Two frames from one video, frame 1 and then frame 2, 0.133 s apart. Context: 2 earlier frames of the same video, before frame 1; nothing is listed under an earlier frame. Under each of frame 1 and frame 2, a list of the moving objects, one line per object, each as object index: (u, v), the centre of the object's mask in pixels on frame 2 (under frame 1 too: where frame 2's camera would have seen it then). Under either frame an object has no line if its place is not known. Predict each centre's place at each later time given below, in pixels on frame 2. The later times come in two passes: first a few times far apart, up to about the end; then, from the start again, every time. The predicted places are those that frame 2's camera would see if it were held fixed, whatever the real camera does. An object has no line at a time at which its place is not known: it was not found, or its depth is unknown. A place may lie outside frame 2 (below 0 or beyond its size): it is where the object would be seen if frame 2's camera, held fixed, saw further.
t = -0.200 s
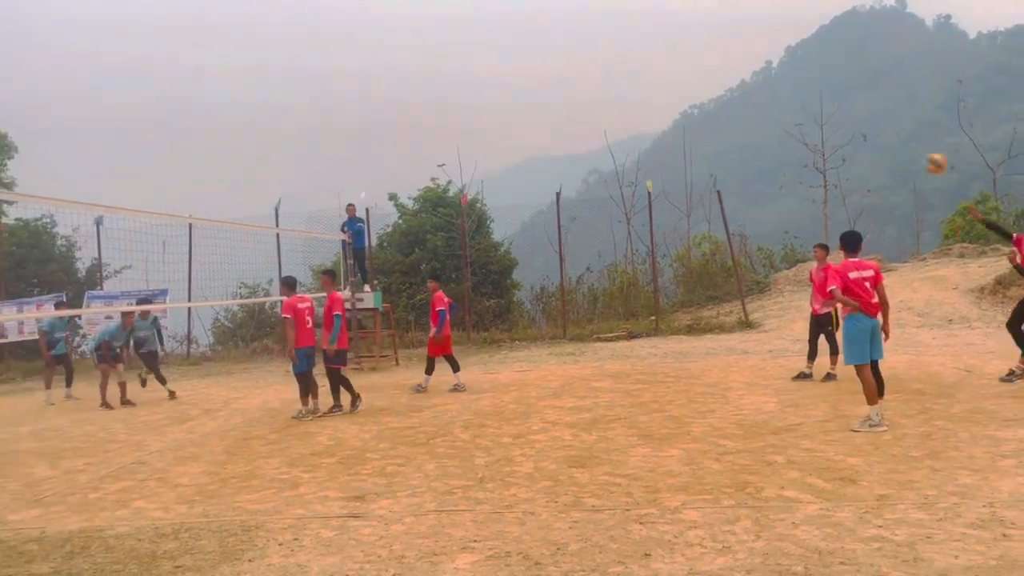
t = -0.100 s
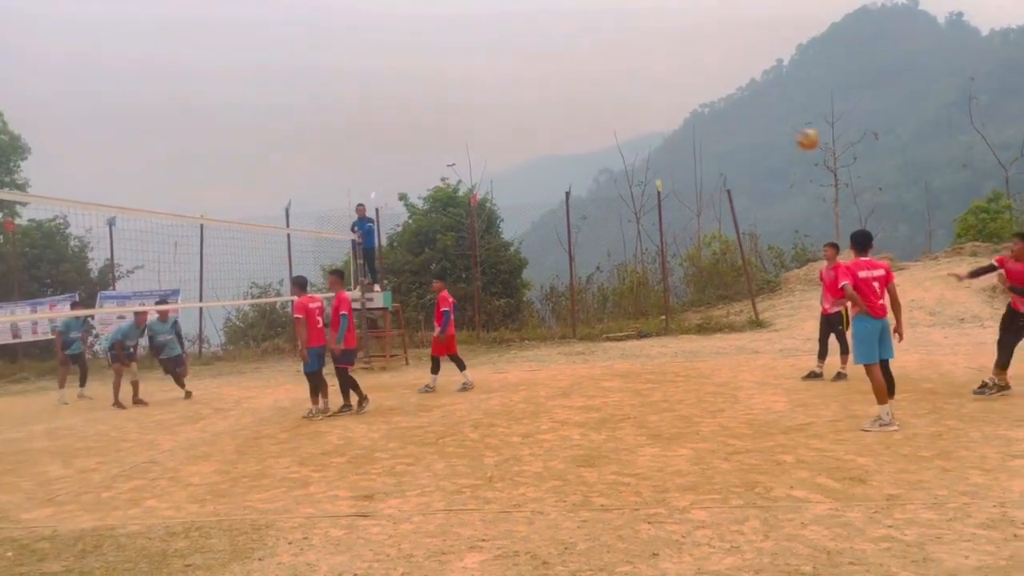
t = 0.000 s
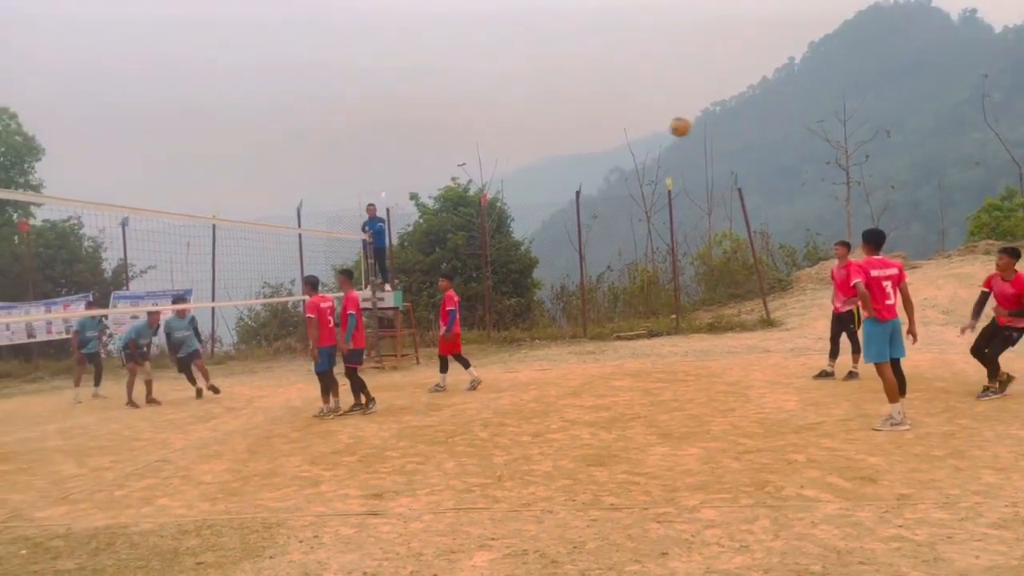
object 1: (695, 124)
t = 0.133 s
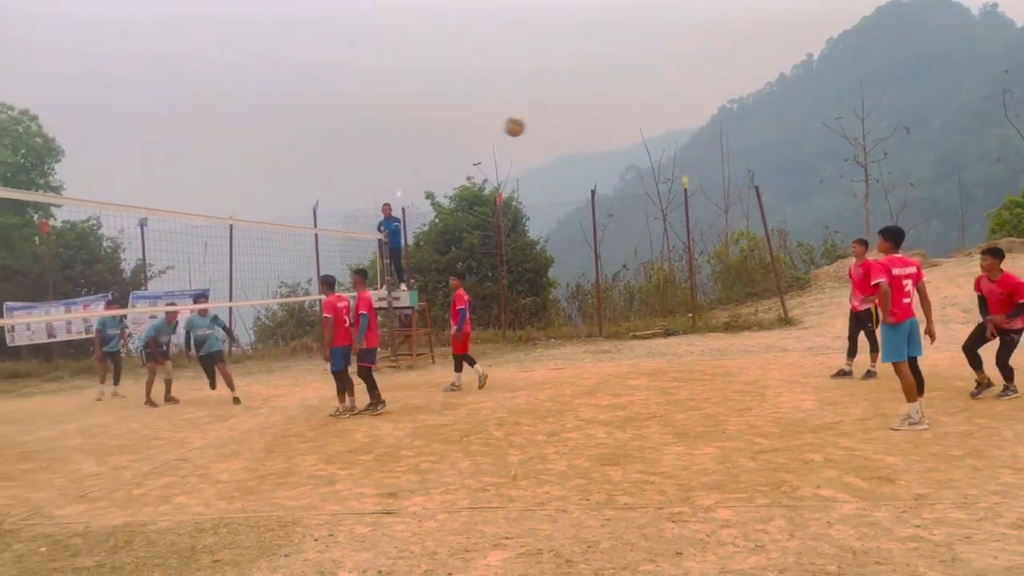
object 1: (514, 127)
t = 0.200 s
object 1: (426, 135)
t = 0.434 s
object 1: (119, 196)
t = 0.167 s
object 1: (470, 130)
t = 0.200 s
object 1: (426, 135)
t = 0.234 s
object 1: (383, 141)
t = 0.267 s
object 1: (339, 148)
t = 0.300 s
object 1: (295, 155)
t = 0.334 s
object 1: (251, 164)
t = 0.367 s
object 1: (207, 175)
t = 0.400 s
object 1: (163, 186)
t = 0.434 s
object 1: (119, 196)
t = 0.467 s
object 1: (74, 212)
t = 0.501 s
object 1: (28, 226)
